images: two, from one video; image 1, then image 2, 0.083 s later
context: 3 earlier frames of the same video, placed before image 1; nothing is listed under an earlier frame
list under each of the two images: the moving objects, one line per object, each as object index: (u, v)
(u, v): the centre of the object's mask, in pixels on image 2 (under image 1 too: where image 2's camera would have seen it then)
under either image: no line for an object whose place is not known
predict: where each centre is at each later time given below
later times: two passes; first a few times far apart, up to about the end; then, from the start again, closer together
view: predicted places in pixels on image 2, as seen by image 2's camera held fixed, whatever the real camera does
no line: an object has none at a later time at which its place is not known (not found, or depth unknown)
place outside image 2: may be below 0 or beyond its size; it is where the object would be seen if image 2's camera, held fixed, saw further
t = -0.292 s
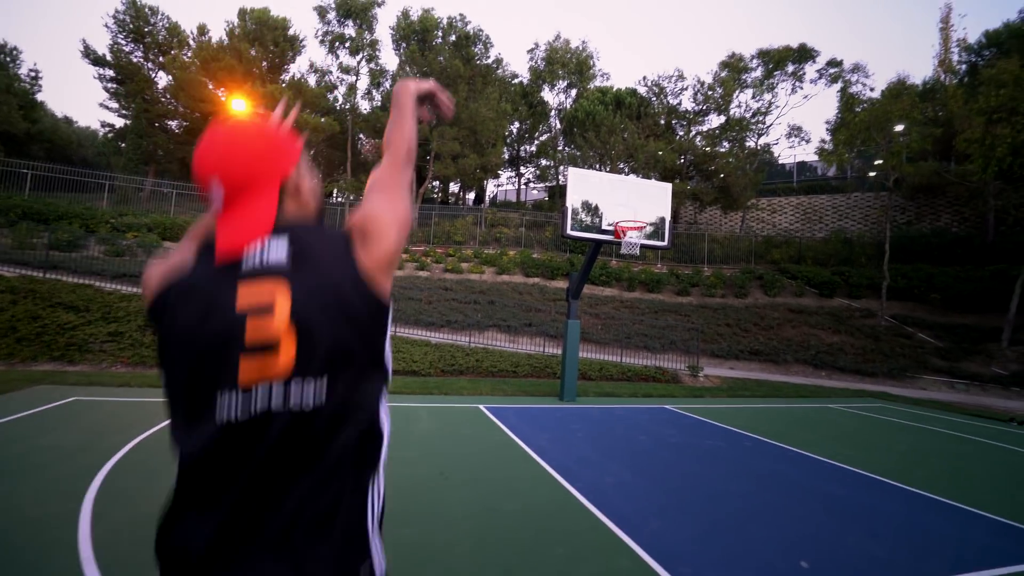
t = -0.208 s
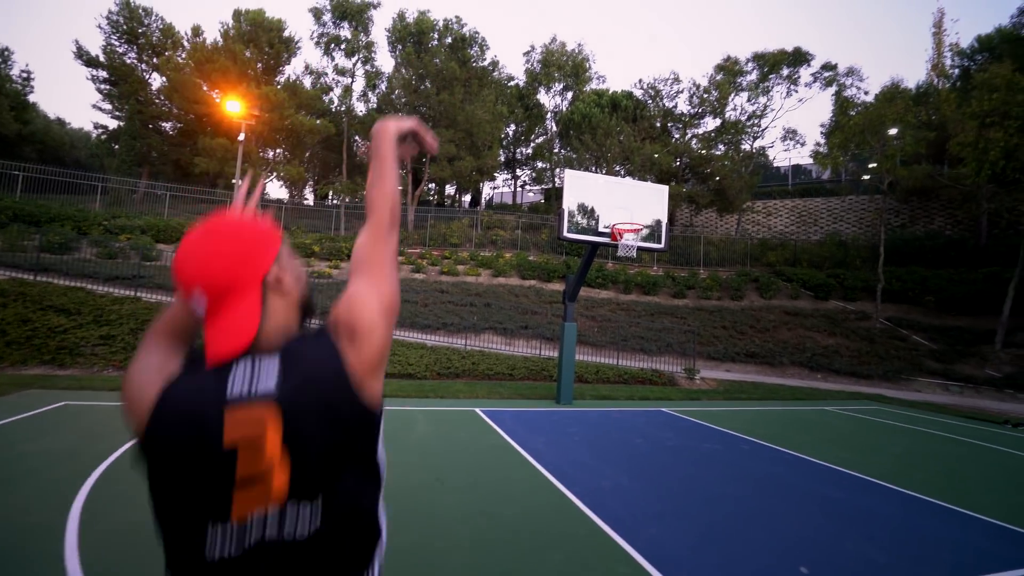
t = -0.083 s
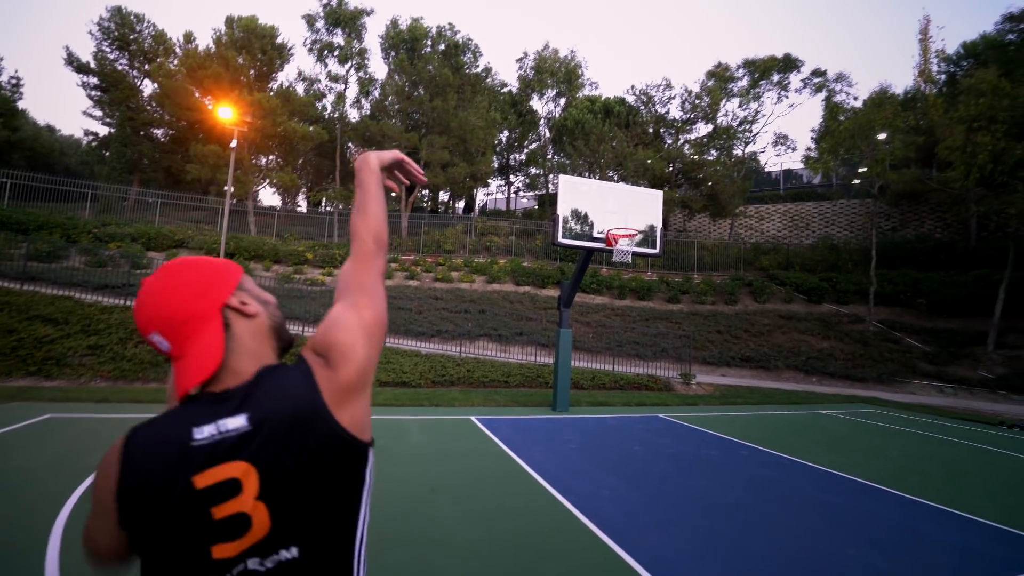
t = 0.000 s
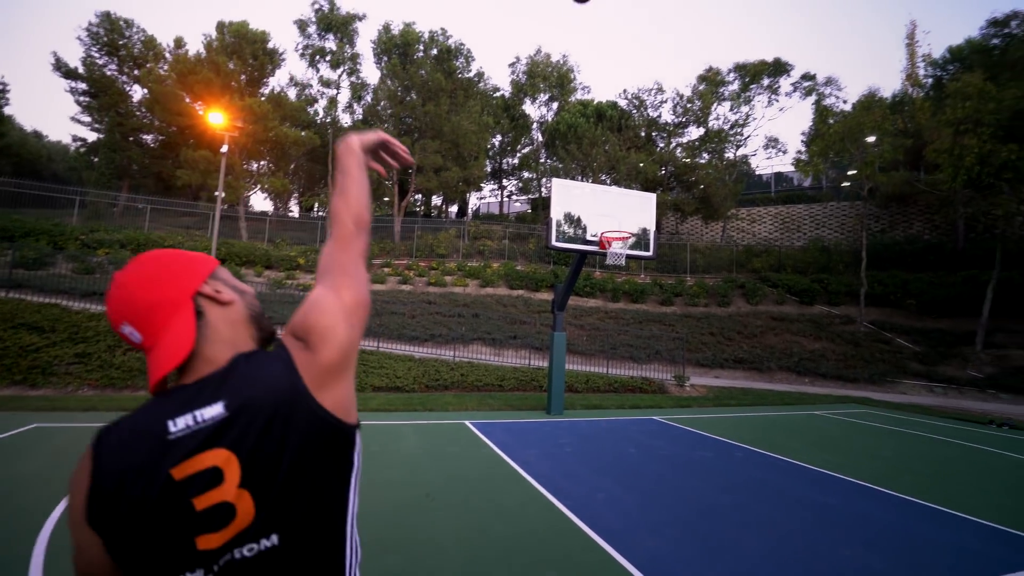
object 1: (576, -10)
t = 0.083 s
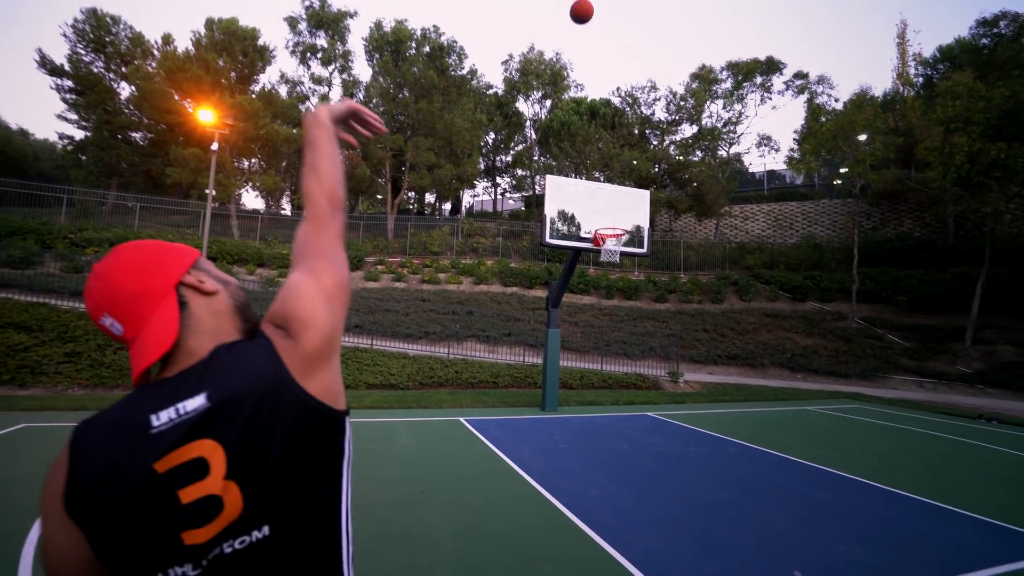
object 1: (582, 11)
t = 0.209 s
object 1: (588, 52)
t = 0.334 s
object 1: (594, 98)
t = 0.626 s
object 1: (602, 212)
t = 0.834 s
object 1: (657, 214)
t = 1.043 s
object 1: (733, 222)
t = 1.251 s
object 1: (827, 268)
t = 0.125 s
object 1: (584, 24)
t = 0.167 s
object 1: (586, 38)
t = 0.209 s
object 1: (588, 52)
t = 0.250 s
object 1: (591, 66)
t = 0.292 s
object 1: (592, 81)
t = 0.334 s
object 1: (594, 98)
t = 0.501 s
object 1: (600, 160)
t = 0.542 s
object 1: (601, 176)
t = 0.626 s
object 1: (602, 212)
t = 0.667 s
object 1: (603, 225)
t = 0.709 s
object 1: (616, 222)
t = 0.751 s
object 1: (629, 219)
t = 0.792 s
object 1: (642, 216)
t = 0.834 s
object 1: (657, 214)
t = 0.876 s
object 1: (671, 213)
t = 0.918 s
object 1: (685, 213)
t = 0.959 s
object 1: (701, 214)
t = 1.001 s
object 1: (717, 217)
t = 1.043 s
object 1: (733, 222)
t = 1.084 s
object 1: (750, 228)
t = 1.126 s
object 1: (769, 236)
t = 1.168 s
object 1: (787, 245)
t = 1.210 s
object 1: (807, 255)
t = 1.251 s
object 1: (827, 268)
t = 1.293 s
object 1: (855, 283)
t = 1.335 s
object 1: (884, 301)
